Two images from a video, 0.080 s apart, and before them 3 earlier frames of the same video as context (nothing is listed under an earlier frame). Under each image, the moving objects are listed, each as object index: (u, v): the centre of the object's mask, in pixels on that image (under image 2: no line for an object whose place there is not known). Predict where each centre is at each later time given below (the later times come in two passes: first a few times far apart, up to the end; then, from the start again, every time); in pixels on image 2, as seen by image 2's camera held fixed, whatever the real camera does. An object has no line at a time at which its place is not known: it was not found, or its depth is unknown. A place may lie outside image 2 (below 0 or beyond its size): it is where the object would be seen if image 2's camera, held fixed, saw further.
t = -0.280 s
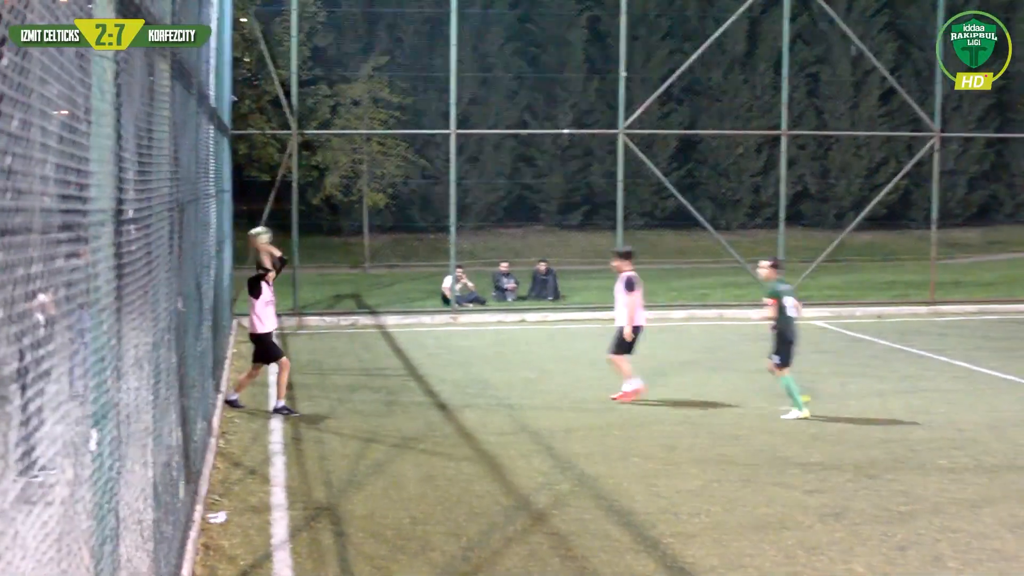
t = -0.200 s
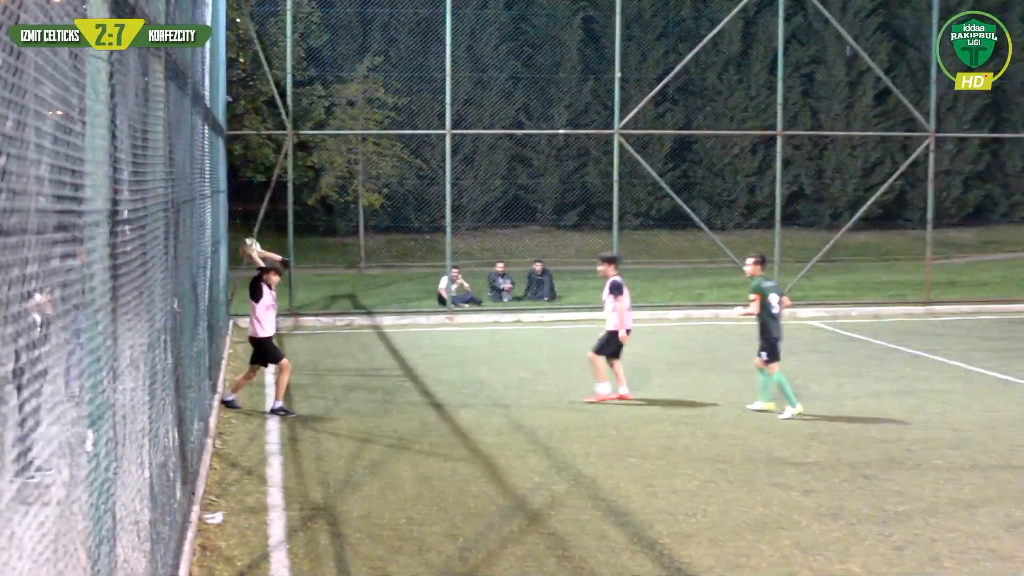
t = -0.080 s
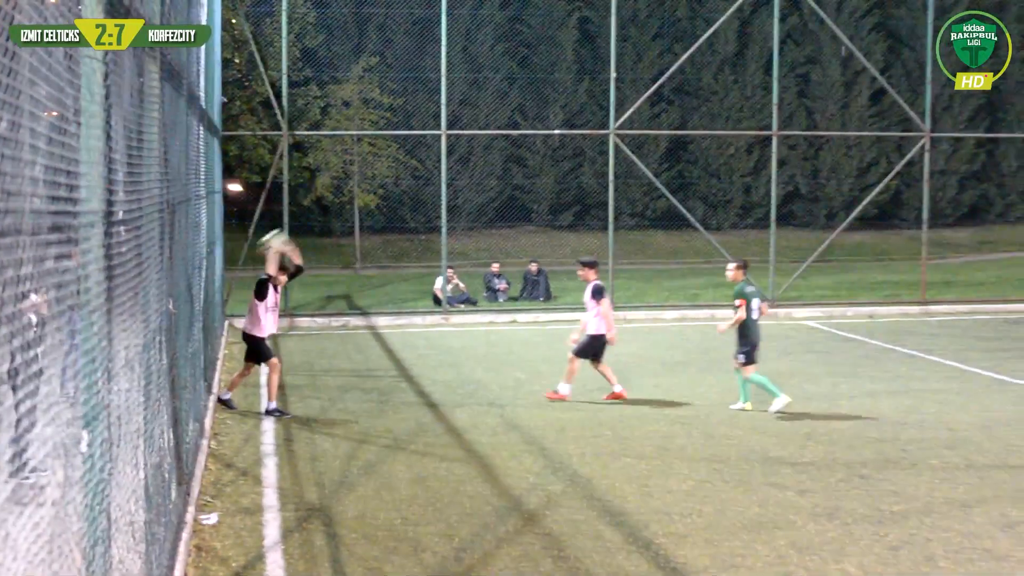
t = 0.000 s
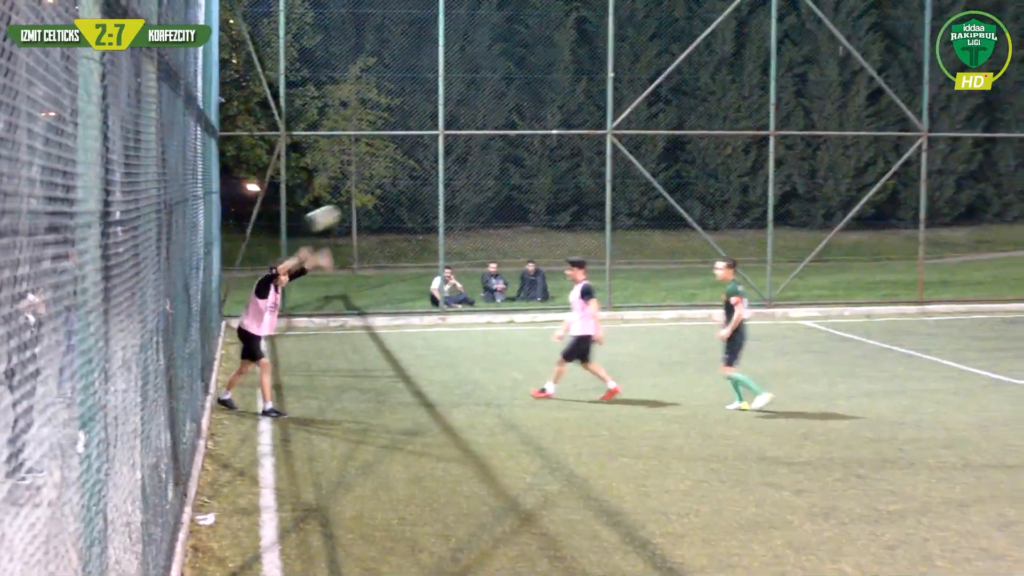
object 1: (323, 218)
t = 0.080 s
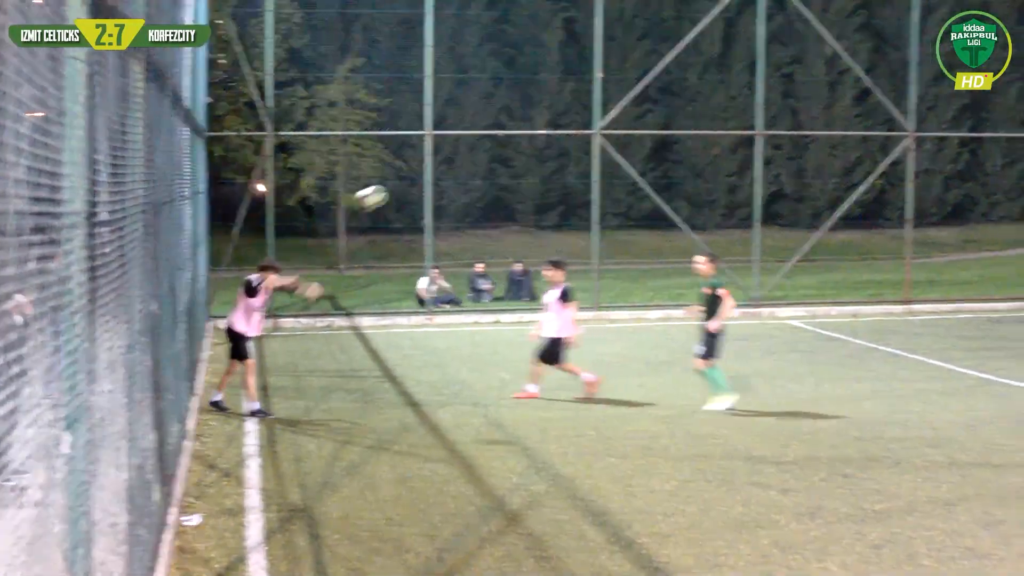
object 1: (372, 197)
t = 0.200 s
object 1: (455, 180)
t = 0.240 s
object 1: (484, 177)
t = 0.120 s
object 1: (402, 189)
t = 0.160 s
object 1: (429, 184)
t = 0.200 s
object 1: (455, 180)
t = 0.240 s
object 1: (484, 177)
